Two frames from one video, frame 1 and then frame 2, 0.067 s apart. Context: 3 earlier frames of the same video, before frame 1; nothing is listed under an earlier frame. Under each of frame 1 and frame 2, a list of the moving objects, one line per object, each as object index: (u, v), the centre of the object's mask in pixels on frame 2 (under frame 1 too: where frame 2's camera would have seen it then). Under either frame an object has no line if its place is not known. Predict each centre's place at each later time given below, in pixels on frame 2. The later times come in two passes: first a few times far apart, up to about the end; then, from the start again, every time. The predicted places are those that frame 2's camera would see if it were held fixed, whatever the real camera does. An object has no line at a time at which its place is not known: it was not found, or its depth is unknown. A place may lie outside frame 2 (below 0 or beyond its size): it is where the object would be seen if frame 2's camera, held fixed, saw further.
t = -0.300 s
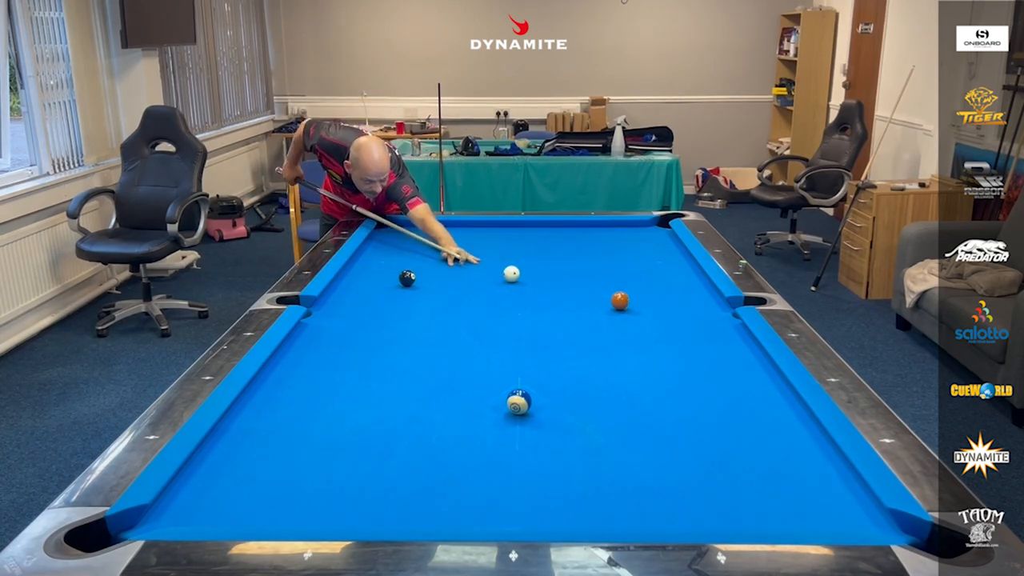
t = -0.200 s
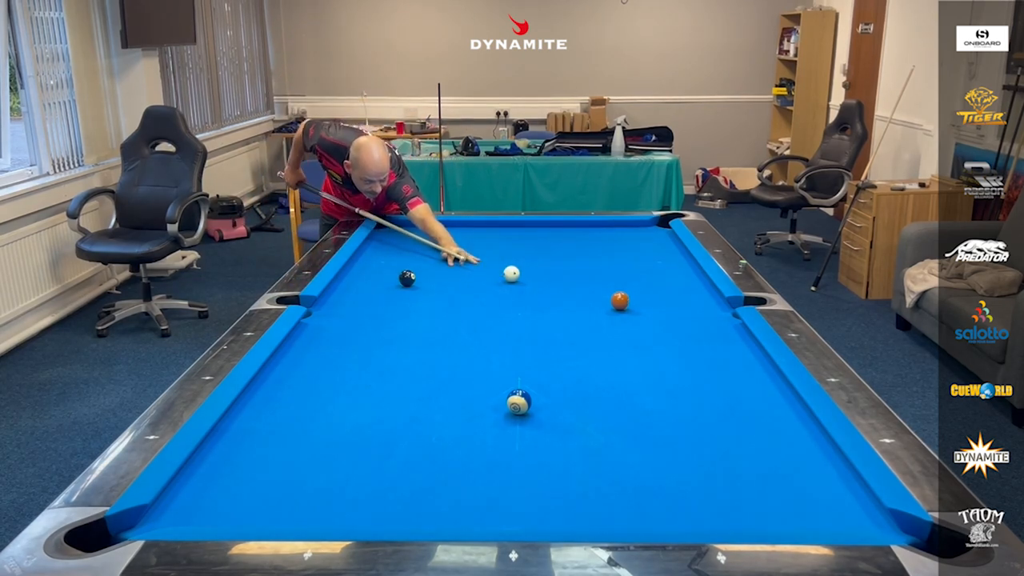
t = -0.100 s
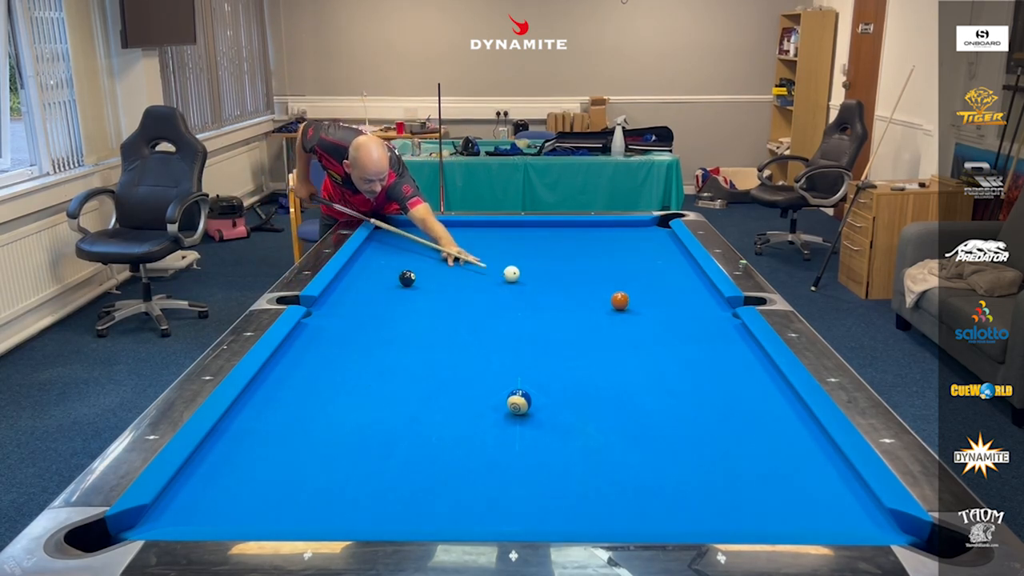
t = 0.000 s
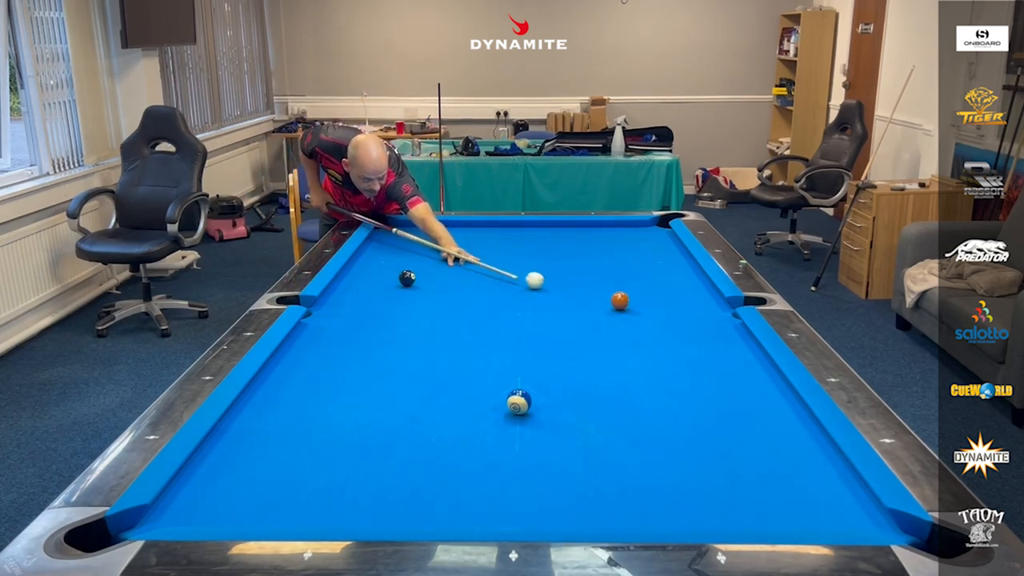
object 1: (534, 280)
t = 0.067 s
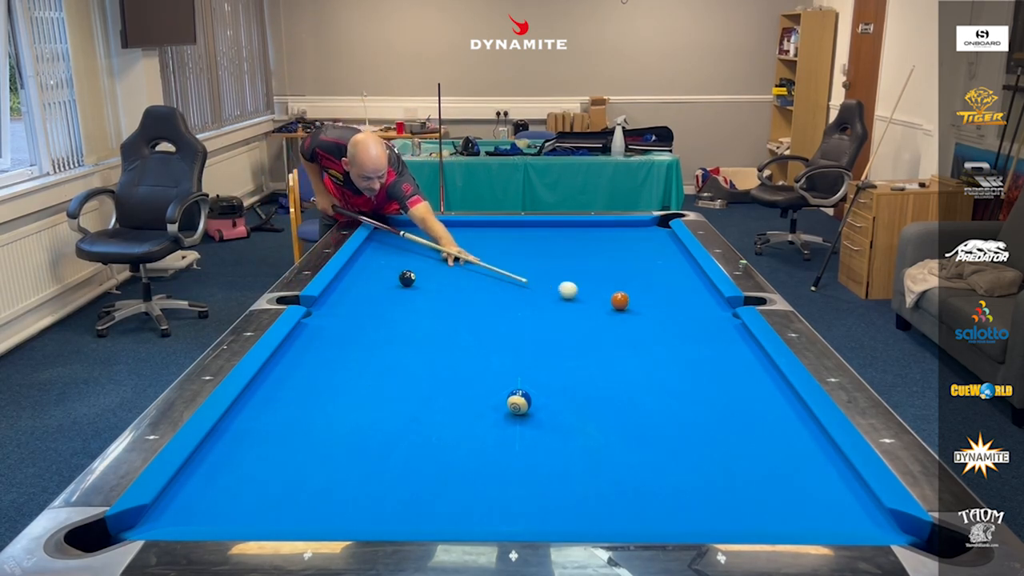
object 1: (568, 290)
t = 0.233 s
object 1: (601, 313)
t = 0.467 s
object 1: (601, 341)
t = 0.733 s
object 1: (601, 379)
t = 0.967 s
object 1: (602, 420)
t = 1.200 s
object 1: (603, 471)
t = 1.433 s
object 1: (597, 514)
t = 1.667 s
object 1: (558, 480)
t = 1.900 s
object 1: (527, 453)
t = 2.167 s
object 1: (496, 427)
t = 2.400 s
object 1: (474, 408)
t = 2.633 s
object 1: (455, 392)
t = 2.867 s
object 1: (438, 378)
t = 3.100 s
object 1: (423, 365)
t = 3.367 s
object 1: (408, 352)
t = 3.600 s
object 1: (397, 342)
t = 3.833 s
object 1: (387, 334)
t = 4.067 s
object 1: (378, 326)
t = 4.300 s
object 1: (370, 319)
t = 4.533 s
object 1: (363, 313)
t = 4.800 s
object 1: (356, 307)
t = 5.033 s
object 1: (350, 302)
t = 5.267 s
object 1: (345, 298)
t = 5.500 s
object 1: (340, 294)
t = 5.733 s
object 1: (335, 290)
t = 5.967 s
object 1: (336, 288)
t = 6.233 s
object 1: (342, 285)
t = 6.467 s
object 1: (345, 283)
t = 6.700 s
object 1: (348, 282)
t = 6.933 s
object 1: (349, 282)
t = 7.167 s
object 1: (349, 281)
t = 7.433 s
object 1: (349, 281)
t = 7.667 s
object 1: (349, 281)
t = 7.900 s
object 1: (349, 281)
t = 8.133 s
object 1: (349, 281)
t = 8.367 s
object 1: (349, 281)
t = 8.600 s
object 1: (349, 281)
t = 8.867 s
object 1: (349, 281)
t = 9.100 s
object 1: (349, 281)
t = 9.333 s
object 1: (349, 281)
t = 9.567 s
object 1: (349, 281)
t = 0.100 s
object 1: (585, 295)
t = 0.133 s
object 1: (601, 300)
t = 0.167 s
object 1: (601, 304)
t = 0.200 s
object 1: (601, 309)
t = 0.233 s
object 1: (601, 313)
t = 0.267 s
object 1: (600, 317)
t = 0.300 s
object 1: (601, 321)
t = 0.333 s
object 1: (601, 325)
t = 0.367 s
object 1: (601, 329)
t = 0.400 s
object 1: (601, 333)
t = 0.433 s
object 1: (601, 337)
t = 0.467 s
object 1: (601, 341)
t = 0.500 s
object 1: (601, 346)
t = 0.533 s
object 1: (601, 350)
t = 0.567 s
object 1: (601, 354)
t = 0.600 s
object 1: (601, 359)
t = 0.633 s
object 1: (601, 364)
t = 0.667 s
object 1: (601, 369)
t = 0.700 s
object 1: (601, 374)
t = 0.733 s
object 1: (601, 379)
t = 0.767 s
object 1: (601, 384)
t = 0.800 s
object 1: (601, 390)
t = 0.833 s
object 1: (602, 396)
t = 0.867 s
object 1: (602, 402)
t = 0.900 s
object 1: (602, 407)
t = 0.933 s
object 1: (602, 414)
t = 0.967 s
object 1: (602, 420)
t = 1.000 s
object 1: (602, 427)
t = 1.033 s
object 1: (602, 433)
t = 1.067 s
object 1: (603, 441)
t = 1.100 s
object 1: (603, 448)
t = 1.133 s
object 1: (603, 455)
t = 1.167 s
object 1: (603, 463)
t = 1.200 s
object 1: (603, 471)
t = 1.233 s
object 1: (603, 480)
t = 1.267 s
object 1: (604, 488)
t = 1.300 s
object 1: (604, 497)
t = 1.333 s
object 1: (604, 507)
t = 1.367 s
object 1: (604, 514)
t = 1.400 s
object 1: (604, 519)
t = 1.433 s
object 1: (597, 514)
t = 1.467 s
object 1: (591, 509)
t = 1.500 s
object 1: (585, 503)
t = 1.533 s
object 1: (579, 498)
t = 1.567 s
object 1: (573, 493)
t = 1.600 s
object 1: (568, 488)
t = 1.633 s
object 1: (563, 484)
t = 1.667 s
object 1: (558, 480)
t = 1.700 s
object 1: (553, 476)
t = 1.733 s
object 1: (548, 472)
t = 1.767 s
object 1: (544, 468)
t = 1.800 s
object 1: (540, 464)
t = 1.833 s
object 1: (535, 460)
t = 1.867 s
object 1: (531, 457)
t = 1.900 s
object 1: (527, 453)
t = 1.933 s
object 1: (523, 450)
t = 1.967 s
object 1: (519, 446)
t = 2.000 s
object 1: (515, 443)
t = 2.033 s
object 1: (511, 440)
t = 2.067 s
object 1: (507, 437)
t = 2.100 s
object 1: (503, 434)
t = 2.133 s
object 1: (500, 430)
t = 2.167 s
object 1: (496, 427)
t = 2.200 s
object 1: (493, 424)
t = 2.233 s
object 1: (490, 422)
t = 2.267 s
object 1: (486, 419)
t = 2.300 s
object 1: (483, 416)
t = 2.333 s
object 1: (480, 413)
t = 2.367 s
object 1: (477, 411)
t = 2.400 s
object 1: (474, 408)
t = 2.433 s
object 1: (471, 406)
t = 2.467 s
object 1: (468, 403)
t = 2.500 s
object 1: (465, 401)
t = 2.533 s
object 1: (463, 399)
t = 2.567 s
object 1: (460, 396)
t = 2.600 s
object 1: (457, 394)
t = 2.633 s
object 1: (455, 392)
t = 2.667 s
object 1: (452, 390)
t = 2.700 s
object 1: (450, 388)
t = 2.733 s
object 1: (447, 386)
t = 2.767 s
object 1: (445, 384)
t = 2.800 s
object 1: (442, 382)
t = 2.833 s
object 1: (440, 380)
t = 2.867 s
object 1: (438, 378)
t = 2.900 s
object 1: (435, 376)
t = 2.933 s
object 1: (433, 374)
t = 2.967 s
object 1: (431, 372)
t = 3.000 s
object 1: (429, 370)
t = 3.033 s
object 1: (427, 368)
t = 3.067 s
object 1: (425, 367)
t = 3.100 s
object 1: (423, 365)
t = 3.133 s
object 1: (421, 363)
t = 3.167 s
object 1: (419, 362)
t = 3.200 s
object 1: (417, 360)
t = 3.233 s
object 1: (415, 358)
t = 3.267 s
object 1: (413, 357)
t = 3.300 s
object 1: (412, 355)
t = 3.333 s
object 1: (410, 354)
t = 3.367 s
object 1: (408, 352)
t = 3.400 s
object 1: (407, 351)
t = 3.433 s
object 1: (405, 349)
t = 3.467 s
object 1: (403, 348)
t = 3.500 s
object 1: (402, 347)
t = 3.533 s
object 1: (400, 345)
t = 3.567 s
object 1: (399, 344)
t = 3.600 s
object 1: (397, 342)
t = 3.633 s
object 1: (396, 341)
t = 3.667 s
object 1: (394, 340)
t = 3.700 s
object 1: (393, 339)
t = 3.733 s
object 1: (391, 337)
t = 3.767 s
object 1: (390, 336)
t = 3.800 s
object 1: (389, 335)
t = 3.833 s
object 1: (387, 334)
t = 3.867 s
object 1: (386, 333)
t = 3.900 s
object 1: (384, 332)
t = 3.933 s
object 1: (383, 331)
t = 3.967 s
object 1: (382, 330)
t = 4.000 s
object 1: (381, 328)
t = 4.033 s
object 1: (379, 327)
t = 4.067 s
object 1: (378, 326)
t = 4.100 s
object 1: (377, 325)
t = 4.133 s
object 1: (376, 324)
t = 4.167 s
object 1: (374, 323)
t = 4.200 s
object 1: (373, 322)
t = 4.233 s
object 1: (372, 321)
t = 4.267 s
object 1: (371, 320)
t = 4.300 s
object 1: (370, 319)
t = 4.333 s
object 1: (369, 318)
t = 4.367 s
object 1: (368, 318)
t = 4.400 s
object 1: (367, 317)
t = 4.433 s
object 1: (366, 316)
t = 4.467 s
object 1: (365, 315)
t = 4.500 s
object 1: (364, 314)
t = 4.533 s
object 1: (363, 313)
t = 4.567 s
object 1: (362, 312)
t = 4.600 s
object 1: (361, 312)
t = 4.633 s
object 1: (360, 311)
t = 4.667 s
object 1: (359, 310)
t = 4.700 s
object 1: (359, 309)
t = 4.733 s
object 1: (358, 308)
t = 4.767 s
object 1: (357, 308)
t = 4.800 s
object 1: (356, 307)
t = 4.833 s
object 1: (355, 306)
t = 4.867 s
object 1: (354, 305)
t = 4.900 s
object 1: (353, 305)
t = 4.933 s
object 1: (353, 304)
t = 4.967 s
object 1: (352, 303)
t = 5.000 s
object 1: (351, 303)
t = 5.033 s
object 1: (350, 302)
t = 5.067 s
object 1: (350, 301)
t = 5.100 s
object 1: (349, 301)
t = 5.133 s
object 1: (348, 300)
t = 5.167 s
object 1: (347, 299)
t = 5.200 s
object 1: (346, 299)
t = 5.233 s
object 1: (345, 298)
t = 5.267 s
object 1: (345, 298)
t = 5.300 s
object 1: (344, 297)
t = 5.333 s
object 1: (343, 296)
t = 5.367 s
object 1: (343, 296)
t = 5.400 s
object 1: (342, 295)
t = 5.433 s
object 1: (341, 295)
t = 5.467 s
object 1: (340, 294)
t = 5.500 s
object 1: (340, 294)
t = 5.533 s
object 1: (339, 293)
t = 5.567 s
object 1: (338, 293)
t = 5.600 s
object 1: (338, 292)
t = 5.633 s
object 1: (337, 292)
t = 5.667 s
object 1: (336, 291)
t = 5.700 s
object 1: (336, 291)
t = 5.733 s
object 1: (335, 290)
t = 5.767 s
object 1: (335, 290)
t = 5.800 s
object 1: (334, 289)
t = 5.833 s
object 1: (334, 289)
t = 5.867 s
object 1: (334, 289)
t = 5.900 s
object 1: (335, 288)
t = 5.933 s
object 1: (336, 288)
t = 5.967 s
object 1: (336, 288)
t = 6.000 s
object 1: (337, 287)
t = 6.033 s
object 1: (338, 287)
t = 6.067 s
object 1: (339, 287)
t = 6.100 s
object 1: (339, 286)
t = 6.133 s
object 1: (340, 286)
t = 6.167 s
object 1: (340, 286)
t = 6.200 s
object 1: (341, 286)
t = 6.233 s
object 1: (342, 285)
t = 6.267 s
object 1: (342, 285)
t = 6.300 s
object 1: (343, 285)
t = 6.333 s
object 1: (343, 285)
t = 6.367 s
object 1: (344, 284)
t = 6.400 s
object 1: (344, 284)
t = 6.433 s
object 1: (345, 284)
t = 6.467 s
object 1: (345, 283)
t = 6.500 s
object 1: (345, 283)
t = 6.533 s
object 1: (346, 283)
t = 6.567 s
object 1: (346, 283)
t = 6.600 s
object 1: (346, 283)
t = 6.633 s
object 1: (347, 283)
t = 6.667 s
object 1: (347, 283)
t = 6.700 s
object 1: (348, 282)
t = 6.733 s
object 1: (348, 282)
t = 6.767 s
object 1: (348, 282)
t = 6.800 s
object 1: (348, 282)
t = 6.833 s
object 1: (349, 282)
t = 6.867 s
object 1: (349, 282)
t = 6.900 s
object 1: (349, 282)
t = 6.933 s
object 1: (349, 282)
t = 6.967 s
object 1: (349, 282)
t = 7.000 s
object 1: (349, 282)
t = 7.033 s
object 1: (349, 281)
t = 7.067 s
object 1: (349, 281)
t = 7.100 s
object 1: (349, 281)
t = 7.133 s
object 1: (349, 281)
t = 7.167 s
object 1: (349, 281)
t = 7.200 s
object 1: (349, 281)
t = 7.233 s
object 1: (349, 281)
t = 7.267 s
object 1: (349, 281)
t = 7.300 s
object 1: (349, 281)
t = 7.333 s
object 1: (349, 281)
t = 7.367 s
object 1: (349, 281)
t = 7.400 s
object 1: (349, 281)
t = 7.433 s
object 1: (349, 281)
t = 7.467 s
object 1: (349, 281)
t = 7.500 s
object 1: (349, 281)
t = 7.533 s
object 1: (349, 281)
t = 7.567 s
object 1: (349, 281)
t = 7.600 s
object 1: (349, 281)
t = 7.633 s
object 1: (349, 281)
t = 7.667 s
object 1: (349, 281)
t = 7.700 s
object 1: (349, 281)
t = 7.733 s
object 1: (349, 281)
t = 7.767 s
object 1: (349, 281)
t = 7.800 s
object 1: (349, 281)
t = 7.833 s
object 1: (349, 281)
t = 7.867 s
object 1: (349, 281)
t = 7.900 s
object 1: (349, 281)
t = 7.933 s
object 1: (349, 281)
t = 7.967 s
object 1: (349, 281)
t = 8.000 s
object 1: (349, 281)
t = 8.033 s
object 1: (349, 281)
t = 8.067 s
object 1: (349, 281)
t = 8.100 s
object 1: (349, 281)
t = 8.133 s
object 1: (349, 281)
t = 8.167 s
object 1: (349, 281)
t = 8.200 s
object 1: (349, 281)
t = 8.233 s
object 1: (349, 281)
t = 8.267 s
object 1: (349, 281)
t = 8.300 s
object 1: (349, 281)
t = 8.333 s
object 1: (349, 281)
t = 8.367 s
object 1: (349, 281)
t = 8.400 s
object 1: (349, 281)
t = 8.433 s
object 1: (349, 281)
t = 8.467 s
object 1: (349, 281)
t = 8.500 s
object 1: (349, 281)
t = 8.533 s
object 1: (349, 281)
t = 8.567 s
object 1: (349, 281)
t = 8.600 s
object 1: (349, 281)
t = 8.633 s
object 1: (349, 281)
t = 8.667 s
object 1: (349, 281)
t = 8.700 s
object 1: (349, 281)
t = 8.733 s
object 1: (349, 281)
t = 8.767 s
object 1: (349, 281)
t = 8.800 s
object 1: (349, 281)
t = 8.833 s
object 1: (349, 281)
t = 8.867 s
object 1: (349, 281)
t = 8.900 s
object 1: (349, 281)
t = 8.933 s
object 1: (349, 281)
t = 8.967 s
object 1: (349, 281)
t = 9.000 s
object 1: (349, 281)
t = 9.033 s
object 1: (349, 281)
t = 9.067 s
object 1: (349, 281)
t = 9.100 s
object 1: (349, 281)
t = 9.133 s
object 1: (349, 281)
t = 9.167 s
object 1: (349, 281)
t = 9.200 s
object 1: (349, 281)
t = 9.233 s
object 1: (349, 281)
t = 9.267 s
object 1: (349, 281)
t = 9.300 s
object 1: (349, 281)
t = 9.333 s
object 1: (349, 281)
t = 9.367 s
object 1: (349, 281)
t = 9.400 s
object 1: (349, 281)
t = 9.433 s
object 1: (349, 281)
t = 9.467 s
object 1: (349, 281)
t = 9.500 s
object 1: (349, 281)
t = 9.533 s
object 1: (349, 281)
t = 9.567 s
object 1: (349, 281)
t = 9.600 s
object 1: (349, 281)
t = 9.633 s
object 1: (349, 281)
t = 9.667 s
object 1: (349, 281)
